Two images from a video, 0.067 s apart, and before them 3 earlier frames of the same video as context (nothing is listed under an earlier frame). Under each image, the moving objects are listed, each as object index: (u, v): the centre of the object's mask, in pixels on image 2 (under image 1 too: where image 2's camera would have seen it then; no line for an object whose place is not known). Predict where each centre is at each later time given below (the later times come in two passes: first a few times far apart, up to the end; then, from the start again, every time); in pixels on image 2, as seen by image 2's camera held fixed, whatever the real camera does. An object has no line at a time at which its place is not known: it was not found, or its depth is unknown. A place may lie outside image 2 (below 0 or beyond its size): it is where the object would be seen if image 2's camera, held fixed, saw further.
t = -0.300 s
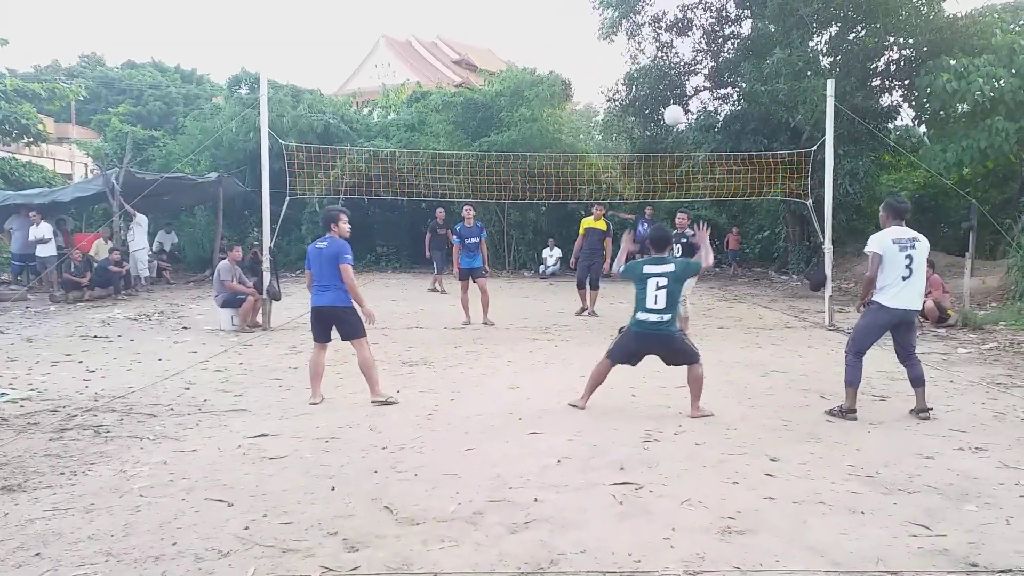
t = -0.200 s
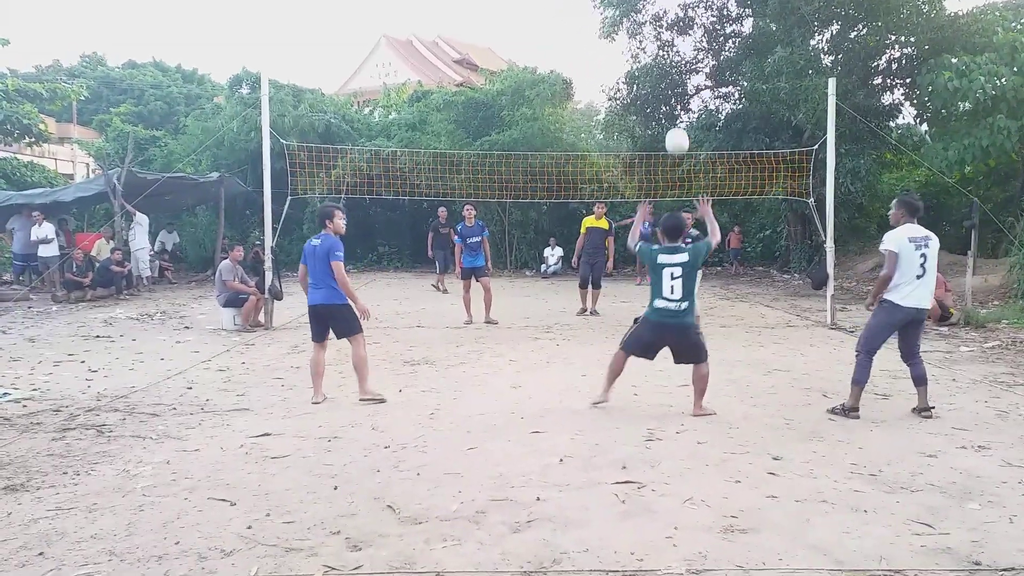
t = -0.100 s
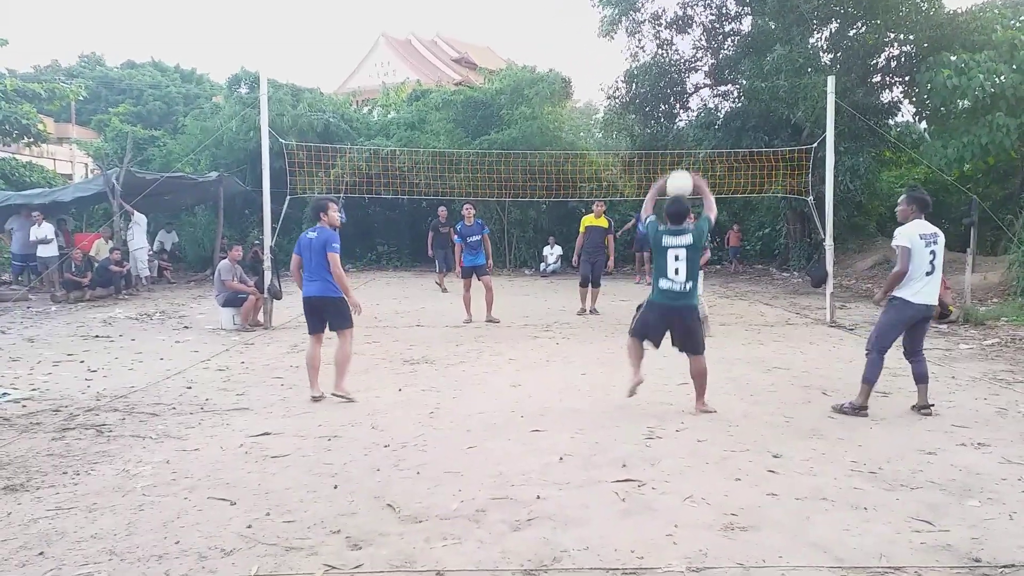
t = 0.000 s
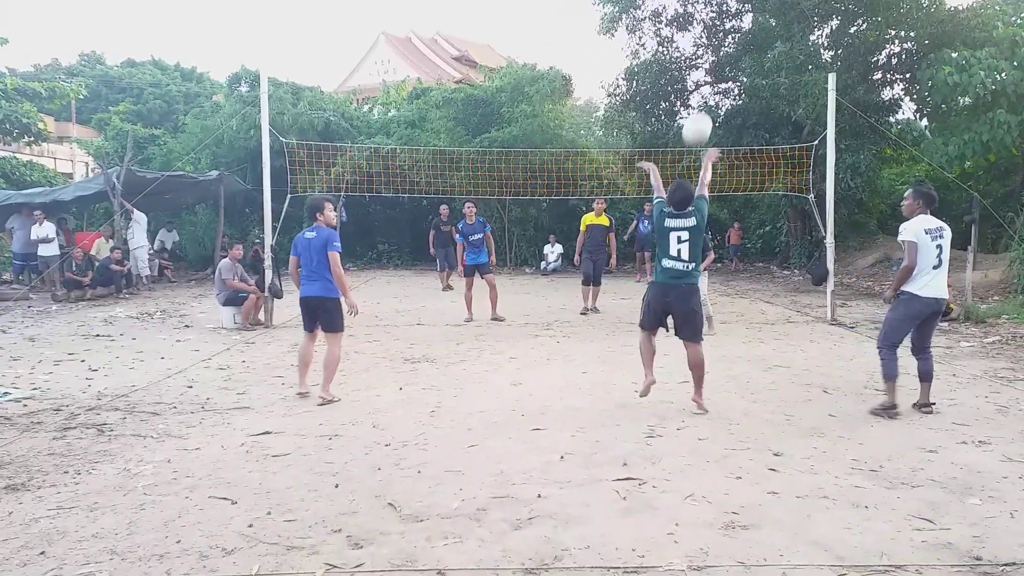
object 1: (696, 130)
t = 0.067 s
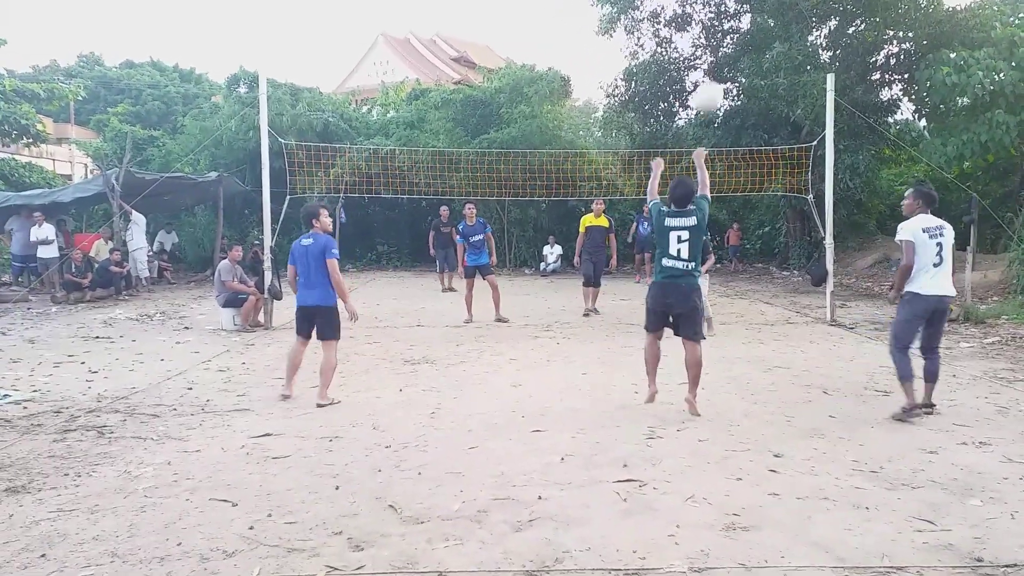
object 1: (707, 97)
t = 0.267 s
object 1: (743, 33)
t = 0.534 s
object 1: (789, 30)
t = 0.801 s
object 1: (834, 128)
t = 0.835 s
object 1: (839, 147)
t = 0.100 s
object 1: (714, 82)
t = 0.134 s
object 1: (719, 69)
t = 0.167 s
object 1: (725, 59)
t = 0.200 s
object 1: (731, 49)
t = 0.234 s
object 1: (738, 40)
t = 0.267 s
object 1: (743, 33)
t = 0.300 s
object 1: (749, 28)
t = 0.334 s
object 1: (755, 24)
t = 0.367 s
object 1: (761, 21)
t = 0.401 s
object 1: (767, 20)
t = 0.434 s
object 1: (772, 19)
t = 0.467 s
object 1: (778, 21)
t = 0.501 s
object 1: (783, 25)
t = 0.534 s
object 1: (789, 30)
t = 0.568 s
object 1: (795, 37)
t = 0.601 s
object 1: (801, 45)
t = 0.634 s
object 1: (806, 55)
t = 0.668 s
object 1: (812, 66)
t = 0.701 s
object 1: (816, 78)
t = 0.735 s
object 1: (822, 93)
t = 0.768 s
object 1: (828, 109)
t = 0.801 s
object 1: (834, 128)
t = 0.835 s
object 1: (839, 147)
